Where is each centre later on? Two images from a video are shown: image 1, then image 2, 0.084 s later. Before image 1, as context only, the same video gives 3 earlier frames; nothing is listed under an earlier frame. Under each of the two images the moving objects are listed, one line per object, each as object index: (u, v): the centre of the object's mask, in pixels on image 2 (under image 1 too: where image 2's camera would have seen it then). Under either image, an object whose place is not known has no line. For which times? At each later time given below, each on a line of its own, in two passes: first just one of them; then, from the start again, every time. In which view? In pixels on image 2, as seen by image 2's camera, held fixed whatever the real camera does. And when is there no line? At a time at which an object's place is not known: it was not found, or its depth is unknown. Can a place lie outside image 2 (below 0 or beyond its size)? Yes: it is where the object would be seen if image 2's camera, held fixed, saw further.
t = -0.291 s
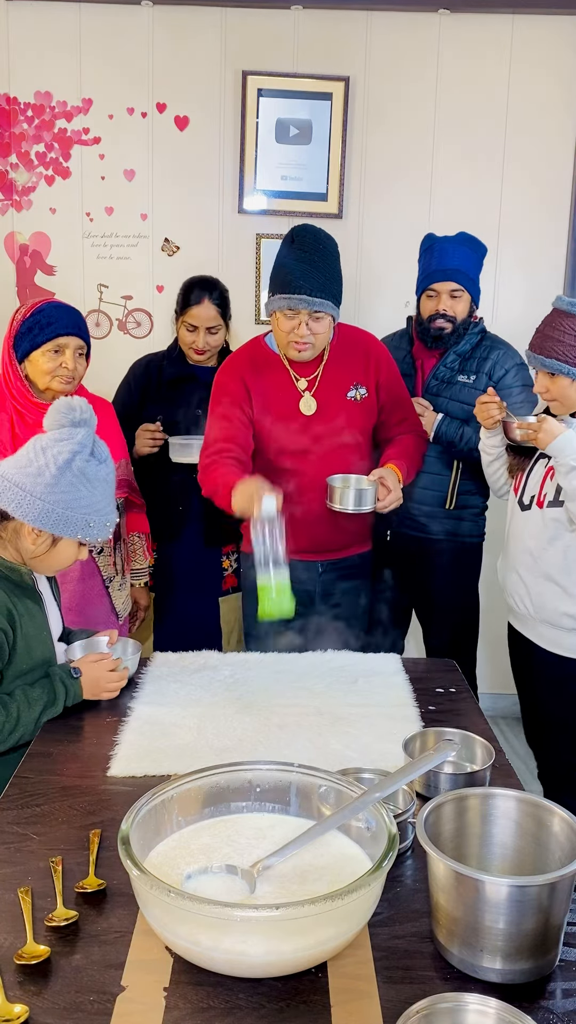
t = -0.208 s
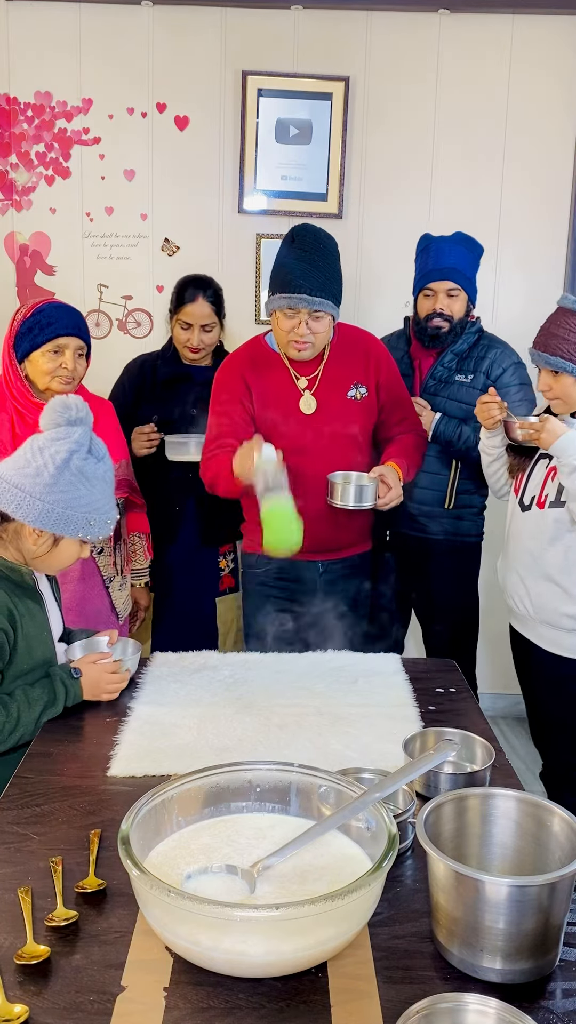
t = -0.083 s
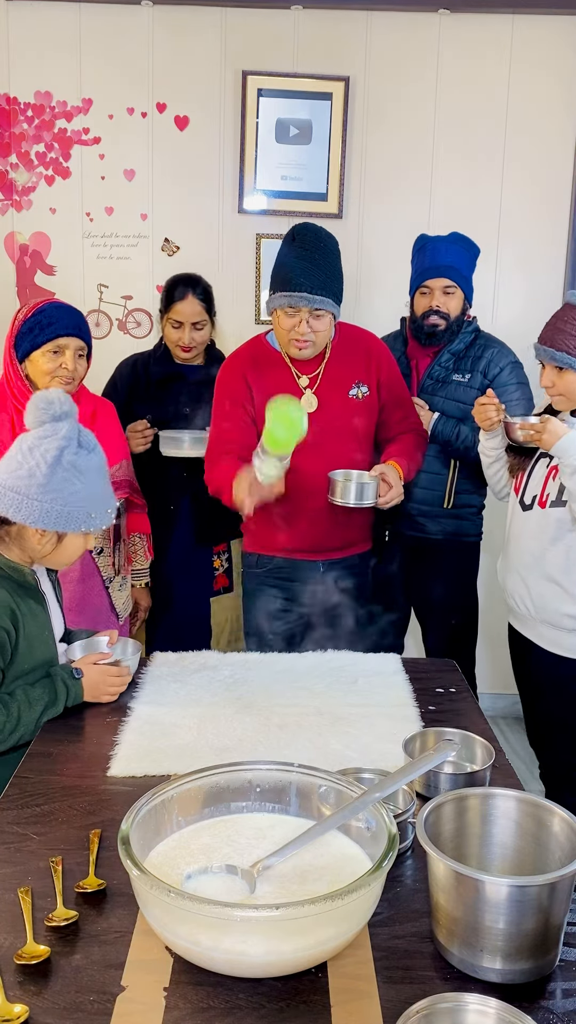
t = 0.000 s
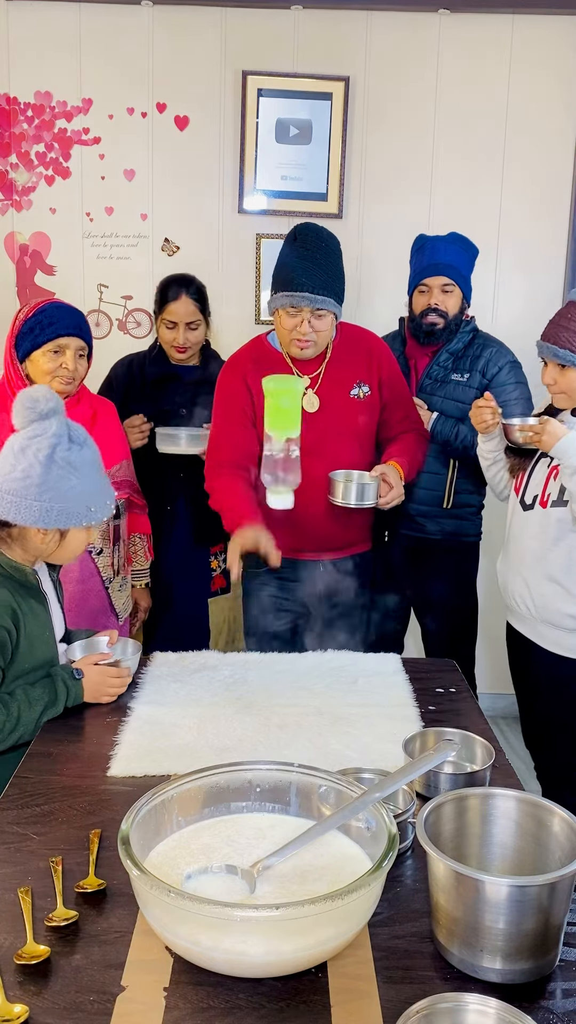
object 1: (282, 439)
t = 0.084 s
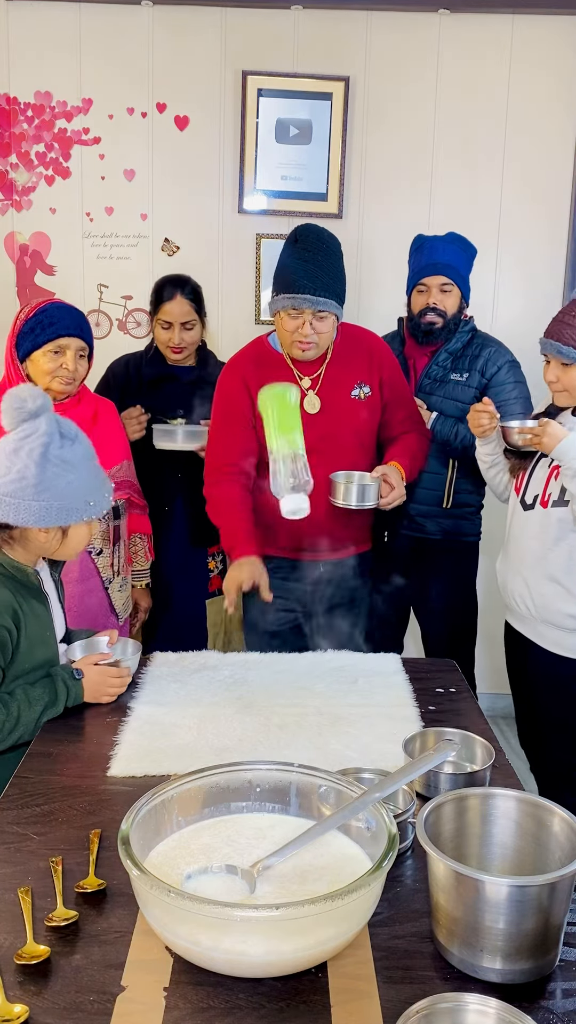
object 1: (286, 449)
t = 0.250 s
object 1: (284, 557)
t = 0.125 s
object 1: (287, 460)
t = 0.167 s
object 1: (285, 479)
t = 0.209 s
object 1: (284, 512)
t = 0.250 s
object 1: (284, 557)
